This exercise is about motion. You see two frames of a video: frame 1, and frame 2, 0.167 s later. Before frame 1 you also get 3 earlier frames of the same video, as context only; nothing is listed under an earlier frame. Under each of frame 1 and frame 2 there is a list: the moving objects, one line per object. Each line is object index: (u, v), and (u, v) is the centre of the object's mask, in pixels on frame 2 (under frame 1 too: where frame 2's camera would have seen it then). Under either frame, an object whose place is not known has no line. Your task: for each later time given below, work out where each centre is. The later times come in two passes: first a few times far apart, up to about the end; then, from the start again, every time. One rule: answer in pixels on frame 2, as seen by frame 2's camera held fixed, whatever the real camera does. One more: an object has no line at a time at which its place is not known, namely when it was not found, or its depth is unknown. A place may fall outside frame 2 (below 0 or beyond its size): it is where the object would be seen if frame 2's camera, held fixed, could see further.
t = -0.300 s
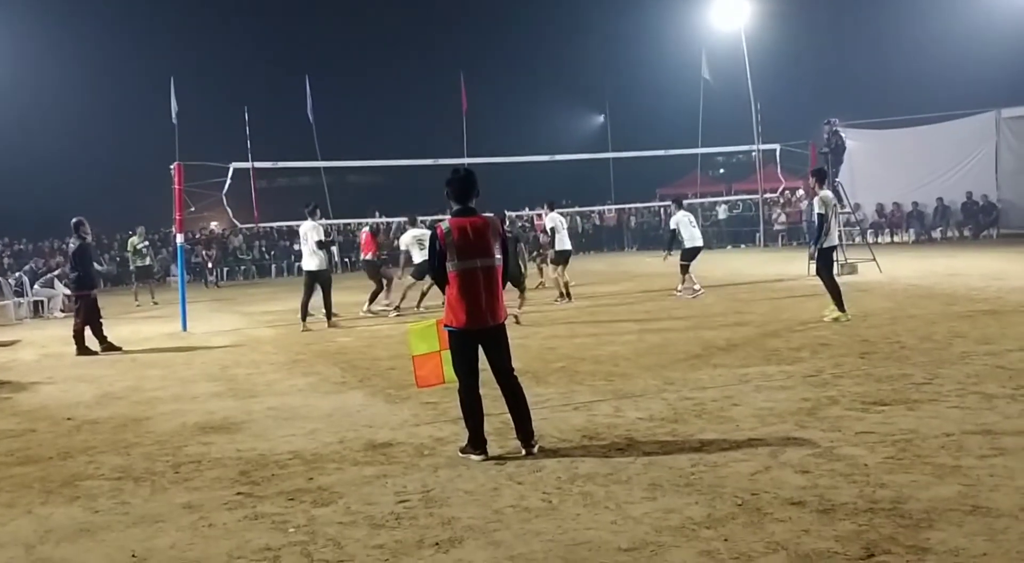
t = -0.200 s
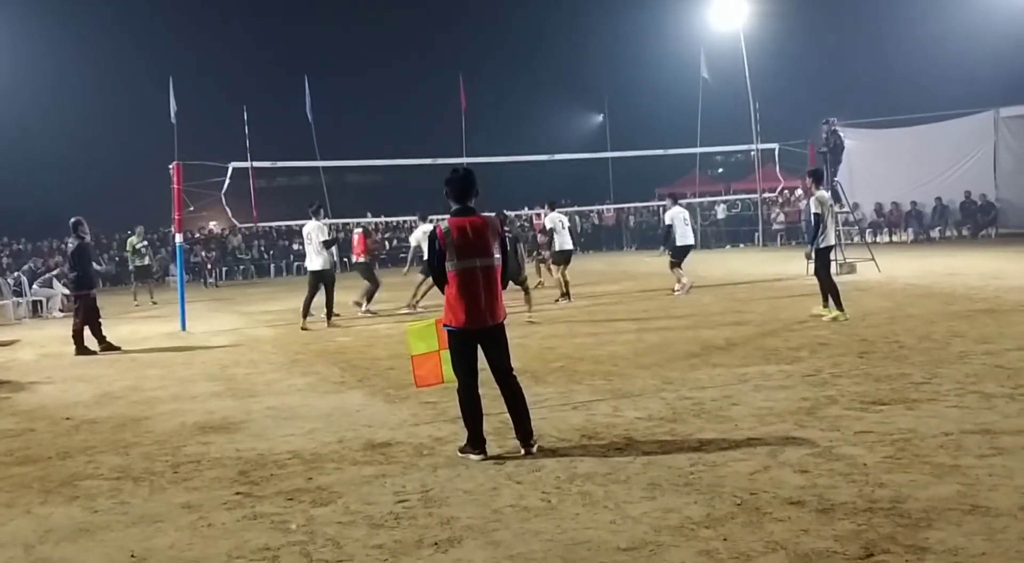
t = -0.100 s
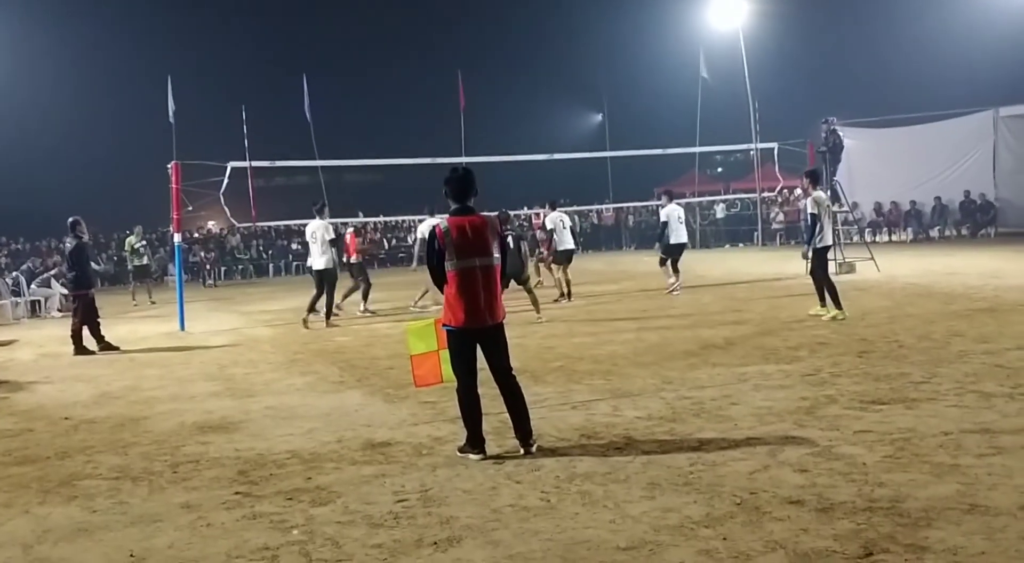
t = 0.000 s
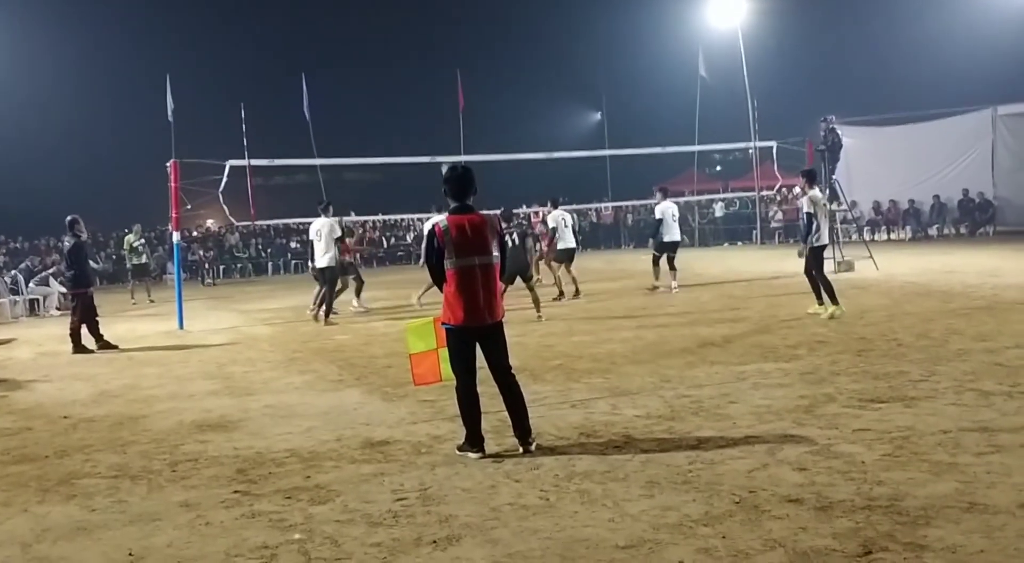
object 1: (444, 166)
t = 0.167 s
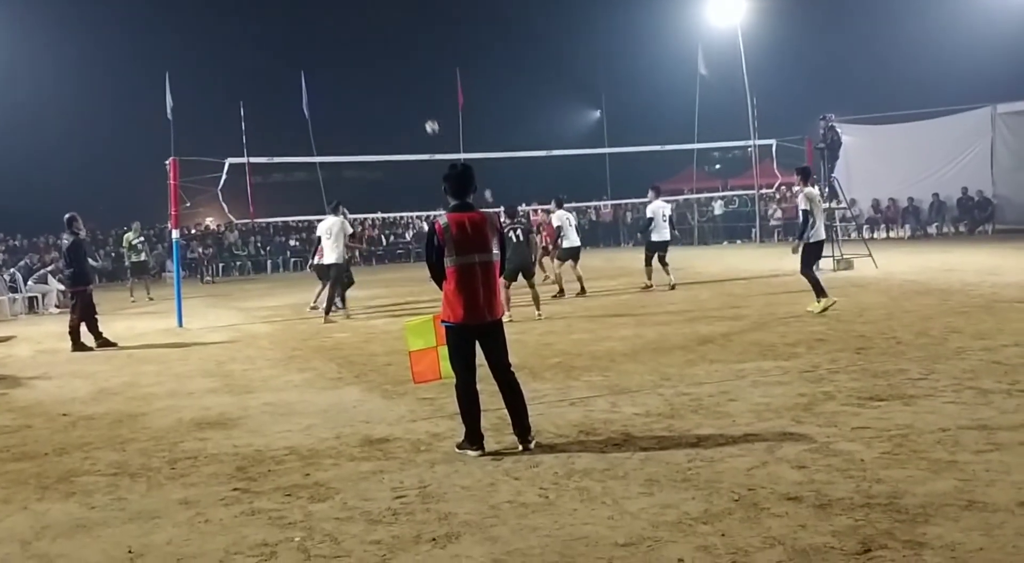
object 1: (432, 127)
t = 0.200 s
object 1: (429, 121)
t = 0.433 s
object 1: (409, 92)
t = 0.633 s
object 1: (393, 92)
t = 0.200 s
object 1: (429, 121)
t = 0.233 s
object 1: (426, 115)
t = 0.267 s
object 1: (423, 110)
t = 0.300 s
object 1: (420, 105)
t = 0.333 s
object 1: (417, 101)
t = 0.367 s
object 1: (415, 98)
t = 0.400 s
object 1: (412, 95)
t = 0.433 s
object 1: (409, 92)
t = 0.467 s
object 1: (406, 91)
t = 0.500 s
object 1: (403, 90)
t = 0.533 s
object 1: (401, 90)
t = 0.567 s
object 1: (398, 90)
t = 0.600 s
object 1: (396, 91)
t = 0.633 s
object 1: (393, 92)
